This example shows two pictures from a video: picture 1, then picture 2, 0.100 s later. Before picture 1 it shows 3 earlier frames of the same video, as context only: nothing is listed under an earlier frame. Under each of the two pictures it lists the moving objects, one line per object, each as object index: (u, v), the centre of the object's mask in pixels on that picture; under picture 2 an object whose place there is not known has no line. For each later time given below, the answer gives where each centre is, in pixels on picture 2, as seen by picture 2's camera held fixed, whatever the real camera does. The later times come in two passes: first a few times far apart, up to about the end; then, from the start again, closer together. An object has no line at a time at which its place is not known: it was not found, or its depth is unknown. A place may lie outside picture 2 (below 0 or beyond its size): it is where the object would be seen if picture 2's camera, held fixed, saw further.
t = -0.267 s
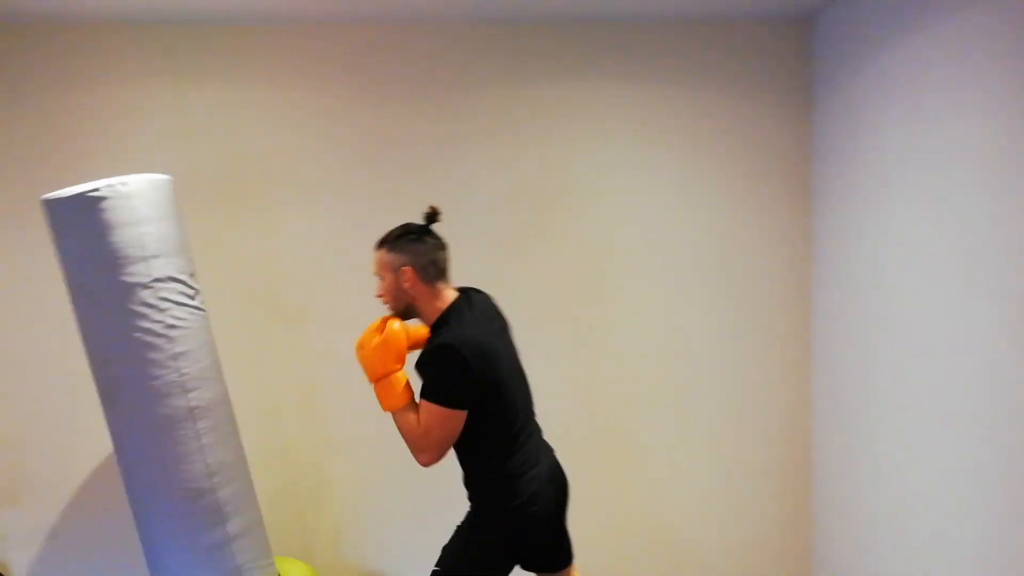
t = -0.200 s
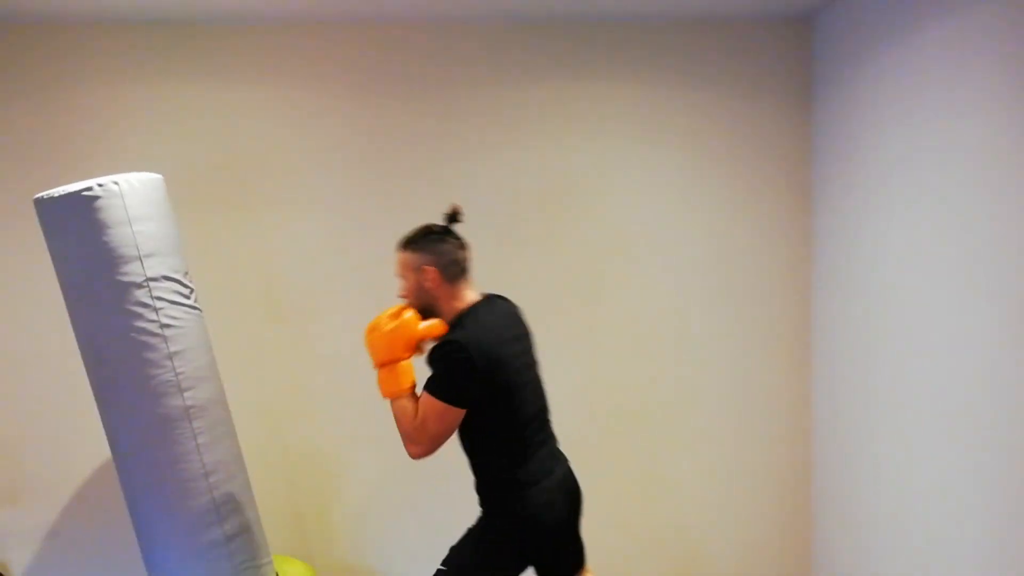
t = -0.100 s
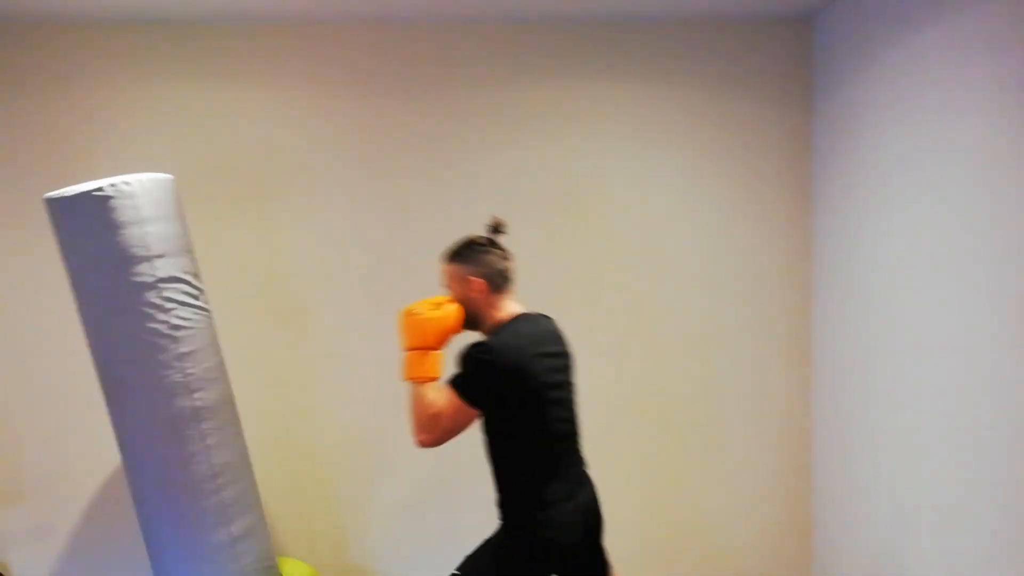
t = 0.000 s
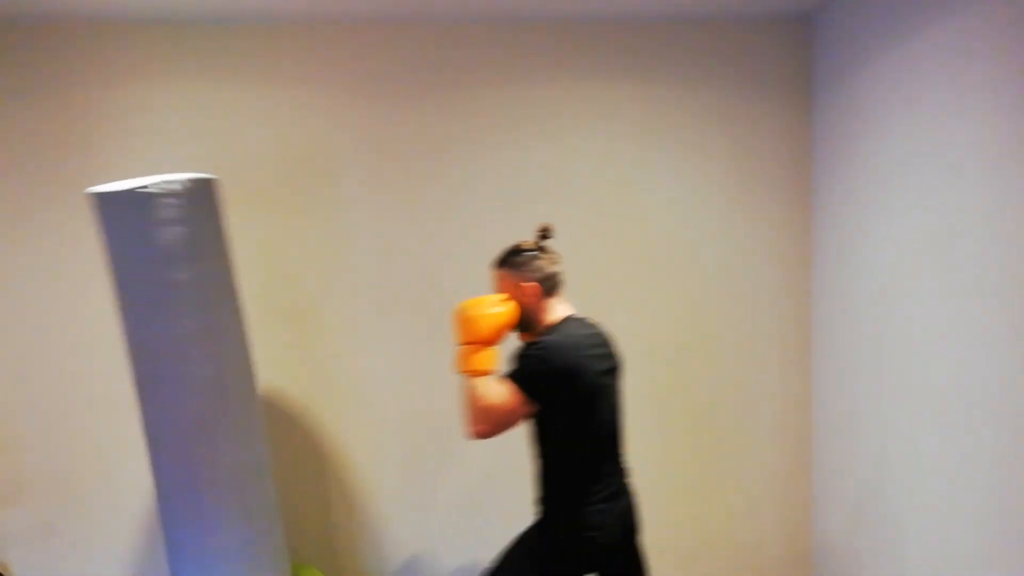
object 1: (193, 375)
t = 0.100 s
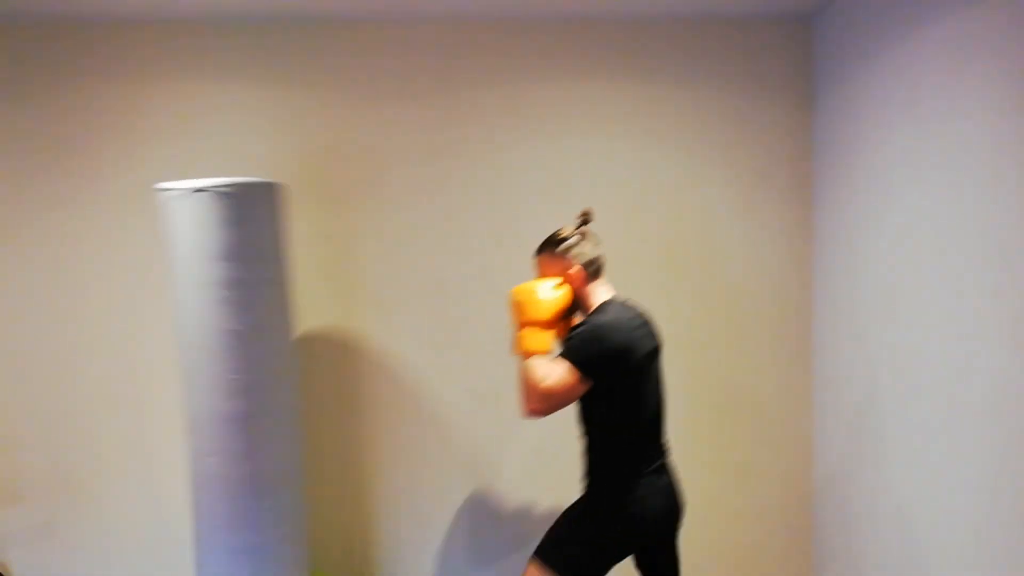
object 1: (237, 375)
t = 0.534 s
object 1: (255, 369)
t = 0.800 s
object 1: (214, 366)
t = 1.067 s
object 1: (264, 368)
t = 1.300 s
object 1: (230, 365)
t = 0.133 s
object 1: (250, 376)
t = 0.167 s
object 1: (263, 379)
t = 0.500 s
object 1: (262, 371)
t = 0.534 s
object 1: (255, 369)
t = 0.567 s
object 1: (243, 368)
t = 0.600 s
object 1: (232, 368)
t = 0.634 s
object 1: (224, 367)
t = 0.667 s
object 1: (218, 367)
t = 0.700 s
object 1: (214, 366)
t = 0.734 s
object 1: (211, 366)
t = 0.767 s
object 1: (211, 366)
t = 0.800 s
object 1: (214, 366)
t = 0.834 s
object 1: (218, 367)
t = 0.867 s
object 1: (224, 367)
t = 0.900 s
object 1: (232, 367)
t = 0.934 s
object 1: (241, 367)
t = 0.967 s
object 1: (249, 366)
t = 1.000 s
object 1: (258, 367)
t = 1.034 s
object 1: (260, 367)
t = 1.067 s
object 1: (264, 368)
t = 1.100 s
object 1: (264, 367)
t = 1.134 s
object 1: (264, 367)
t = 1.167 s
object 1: (262, 367)
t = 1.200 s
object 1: (258, 366)
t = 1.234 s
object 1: (250, 365)
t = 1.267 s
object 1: (241, 364)
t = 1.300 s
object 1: (230, 365)
